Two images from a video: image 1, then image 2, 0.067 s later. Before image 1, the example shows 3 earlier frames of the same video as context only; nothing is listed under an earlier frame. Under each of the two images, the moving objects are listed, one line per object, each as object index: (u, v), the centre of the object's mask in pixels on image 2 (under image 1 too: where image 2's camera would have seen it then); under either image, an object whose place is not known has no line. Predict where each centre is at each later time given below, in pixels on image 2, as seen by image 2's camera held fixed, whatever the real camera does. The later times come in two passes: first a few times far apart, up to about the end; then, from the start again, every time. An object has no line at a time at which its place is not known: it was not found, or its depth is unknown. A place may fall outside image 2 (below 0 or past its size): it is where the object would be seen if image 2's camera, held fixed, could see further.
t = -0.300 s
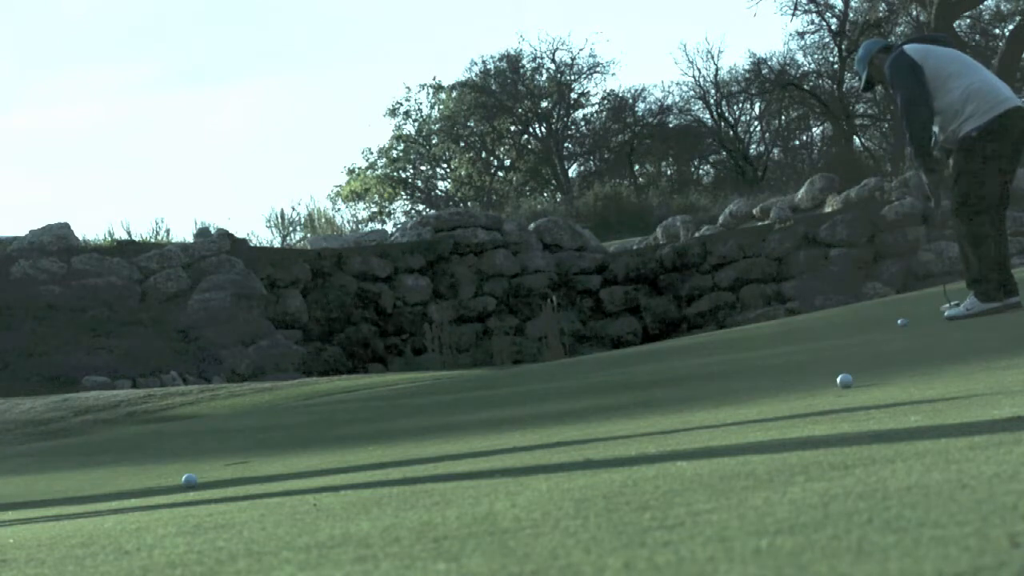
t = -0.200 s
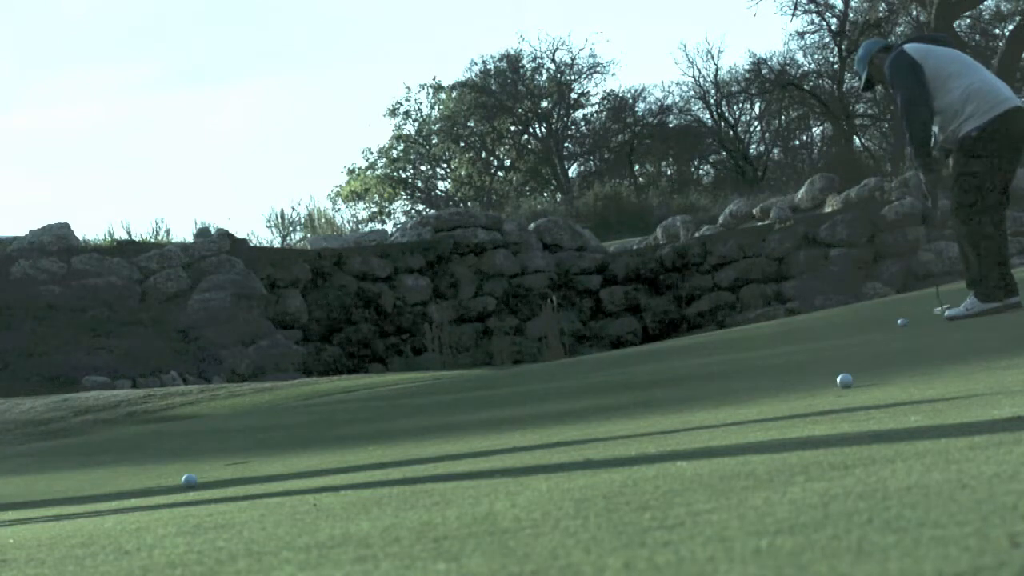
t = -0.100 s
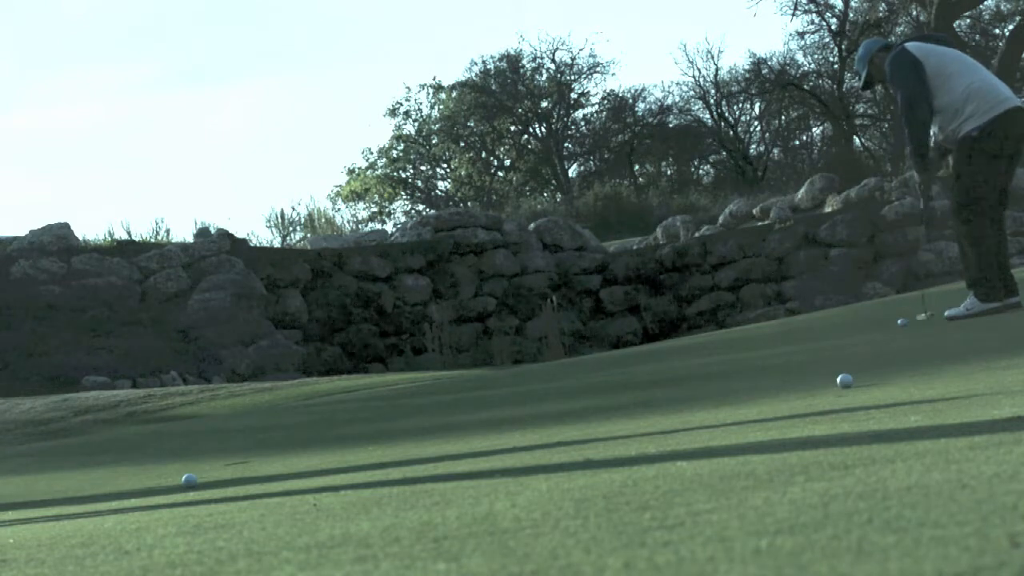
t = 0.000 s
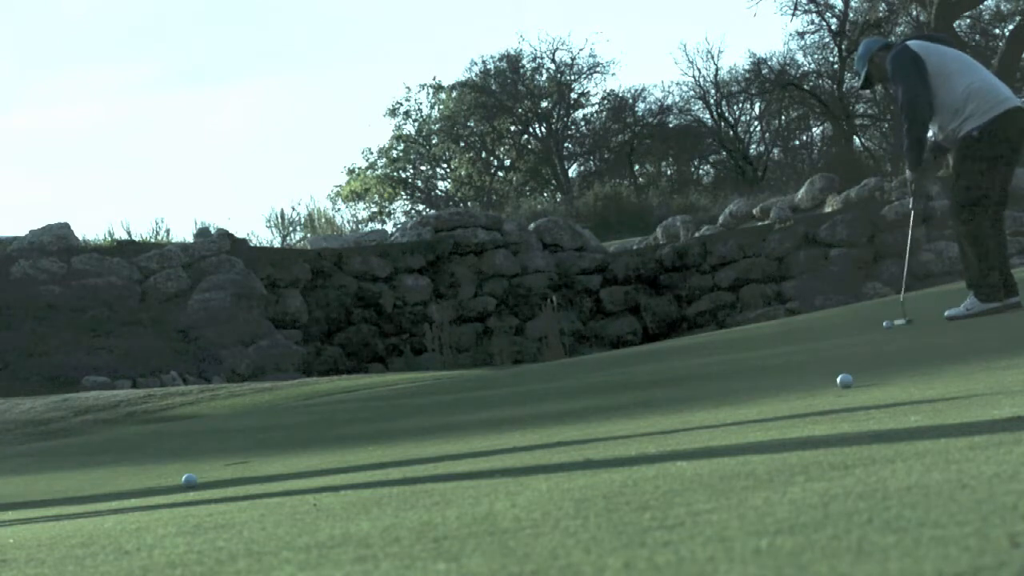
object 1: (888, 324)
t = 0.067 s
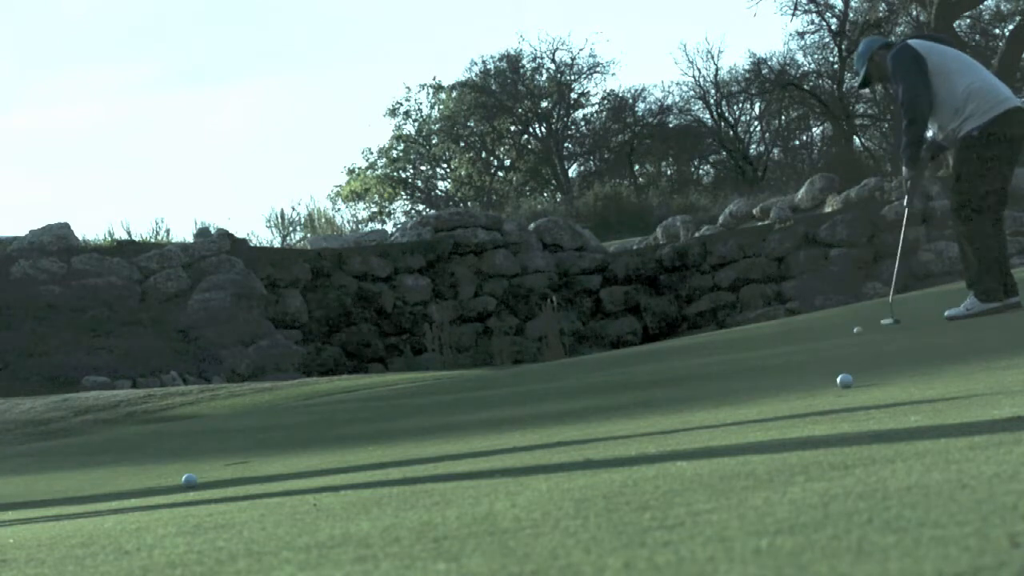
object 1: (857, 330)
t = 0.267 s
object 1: (786, 345)
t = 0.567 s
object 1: (698, 362)
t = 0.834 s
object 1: (624, 376)
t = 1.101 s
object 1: (557, 390)
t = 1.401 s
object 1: (487, 404)
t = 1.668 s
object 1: (432, 416)
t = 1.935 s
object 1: (384, 425)
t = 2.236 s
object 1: (337, 434)
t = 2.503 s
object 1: (303, 442)
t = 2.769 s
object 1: (277, 447)
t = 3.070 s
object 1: (259, 452)
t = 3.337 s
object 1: (248, 454)
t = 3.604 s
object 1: (240, 462)
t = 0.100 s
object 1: (844, 333)
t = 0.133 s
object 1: (831, 336)
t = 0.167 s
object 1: (818, 338)
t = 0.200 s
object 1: (808, 341)
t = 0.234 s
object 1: (797, 342)
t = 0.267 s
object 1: (786, 345)
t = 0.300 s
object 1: (776, 347)
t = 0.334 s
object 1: (767, 349)
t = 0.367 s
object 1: (757, 351)
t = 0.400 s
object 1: (747, 353)
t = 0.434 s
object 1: (737, 354)
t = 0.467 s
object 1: (727, 355)
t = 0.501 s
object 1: (718, 358)
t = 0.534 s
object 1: (708, 359)
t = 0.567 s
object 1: (698, 362)
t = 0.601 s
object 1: (689, 364)
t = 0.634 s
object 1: (679, 365)
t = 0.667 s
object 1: (670, 367)
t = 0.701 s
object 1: (661, 369)
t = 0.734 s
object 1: (651, 371)
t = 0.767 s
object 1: (642, 373)
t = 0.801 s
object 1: (633, 375)
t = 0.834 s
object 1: (624, 376)
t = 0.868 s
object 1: (615, 378)
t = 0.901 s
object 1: (607, 380)
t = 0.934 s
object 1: (598, 382)
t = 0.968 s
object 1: (589, 384)
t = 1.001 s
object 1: (581, 386)
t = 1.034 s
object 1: (573, 388)
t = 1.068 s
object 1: (565, 389)
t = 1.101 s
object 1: (557, 390)
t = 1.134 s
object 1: (548, 392)
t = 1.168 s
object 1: (540, 394)
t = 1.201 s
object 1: (532, 395)
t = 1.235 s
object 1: (524, 397)
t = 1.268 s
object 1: (517, 399)
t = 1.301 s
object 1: (509, 400)
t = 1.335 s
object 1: (502, 401)
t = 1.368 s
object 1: (494, 403)
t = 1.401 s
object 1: (487, 404)
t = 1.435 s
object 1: (480, 406)
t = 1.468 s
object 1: (473, 407)
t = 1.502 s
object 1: (466, 409)
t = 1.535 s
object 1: (459, 410)
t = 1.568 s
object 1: (452, 412)
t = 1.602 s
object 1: (445, 413)
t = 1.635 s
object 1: (439, 415)
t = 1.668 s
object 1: (432, 416)
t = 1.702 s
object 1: (426, 417)
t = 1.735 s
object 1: (419, 418)
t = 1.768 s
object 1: (413, 420)
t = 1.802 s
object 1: (407, 421)
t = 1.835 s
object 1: (401, 422)
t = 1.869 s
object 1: (395, 423)
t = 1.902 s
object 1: (390, 424)
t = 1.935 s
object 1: (384, 425)
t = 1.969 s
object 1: (378, 426)
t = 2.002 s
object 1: (373, 428)
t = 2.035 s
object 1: (367, 428)
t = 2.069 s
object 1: (362, 429)
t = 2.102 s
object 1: (357, 431)
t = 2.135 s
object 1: (352, 430)
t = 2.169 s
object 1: (347, 433)
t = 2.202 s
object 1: (342, 433)
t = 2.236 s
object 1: (337, 434)
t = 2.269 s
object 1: (332, 435)
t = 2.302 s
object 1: (327, 437)
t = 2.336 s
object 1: (323, 437)
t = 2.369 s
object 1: (319, 438)
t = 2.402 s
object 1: (315, 440)
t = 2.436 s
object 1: (311, 440)
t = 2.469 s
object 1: (306, 441)
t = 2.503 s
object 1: (303, 442)
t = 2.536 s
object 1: (299, 442)
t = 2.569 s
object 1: (295, 443)
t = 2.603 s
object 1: (292, 444)
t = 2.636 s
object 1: (288, 444)
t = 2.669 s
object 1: (286, 446)
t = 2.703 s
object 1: (283, 446)
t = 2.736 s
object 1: (280, 447)
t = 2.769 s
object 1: (277, 447)
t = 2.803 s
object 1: (275, 448)
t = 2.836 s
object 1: (273, 449)
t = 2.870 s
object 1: (270, 449)
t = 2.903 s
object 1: (268, 449)
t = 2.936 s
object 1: (266, 450)
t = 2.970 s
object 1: (264, 450)
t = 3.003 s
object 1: (262, 451)
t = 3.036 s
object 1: (261, 451)
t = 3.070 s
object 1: (259, 452)
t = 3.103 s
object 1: (257, 452)
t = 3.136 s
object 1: (256, 452)
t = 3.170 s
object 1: (254, 452)
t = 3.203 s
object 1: (253, 453)
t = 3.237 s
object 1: (252, 454)
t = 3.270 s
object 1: (250, 454)
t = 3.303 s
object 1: (249, 454)
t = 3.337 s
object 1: (248, 454)
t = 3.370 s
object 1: (247, 454)
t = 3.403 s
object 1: (246, 454)
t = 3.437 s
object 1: (246, 455)
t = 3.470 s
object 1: (245, 455)
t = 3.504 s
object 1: (244, 455)
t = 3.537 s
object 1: (244, 455)
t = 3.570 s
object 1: (244, 457)
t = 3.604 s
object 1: (240, 462)
